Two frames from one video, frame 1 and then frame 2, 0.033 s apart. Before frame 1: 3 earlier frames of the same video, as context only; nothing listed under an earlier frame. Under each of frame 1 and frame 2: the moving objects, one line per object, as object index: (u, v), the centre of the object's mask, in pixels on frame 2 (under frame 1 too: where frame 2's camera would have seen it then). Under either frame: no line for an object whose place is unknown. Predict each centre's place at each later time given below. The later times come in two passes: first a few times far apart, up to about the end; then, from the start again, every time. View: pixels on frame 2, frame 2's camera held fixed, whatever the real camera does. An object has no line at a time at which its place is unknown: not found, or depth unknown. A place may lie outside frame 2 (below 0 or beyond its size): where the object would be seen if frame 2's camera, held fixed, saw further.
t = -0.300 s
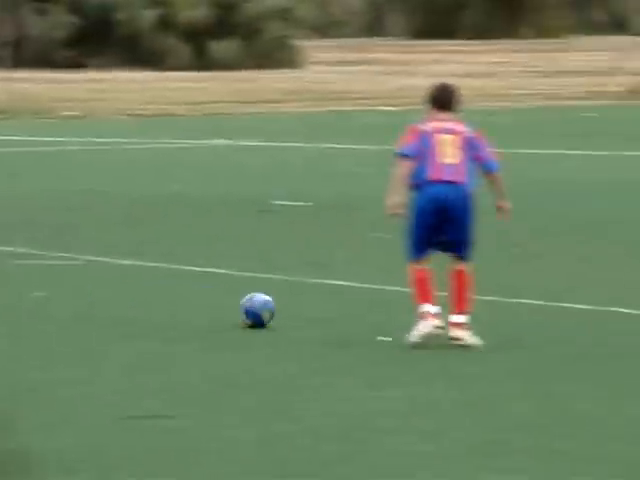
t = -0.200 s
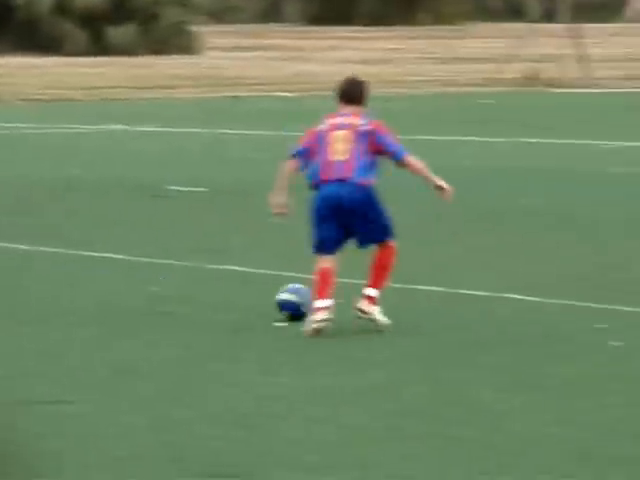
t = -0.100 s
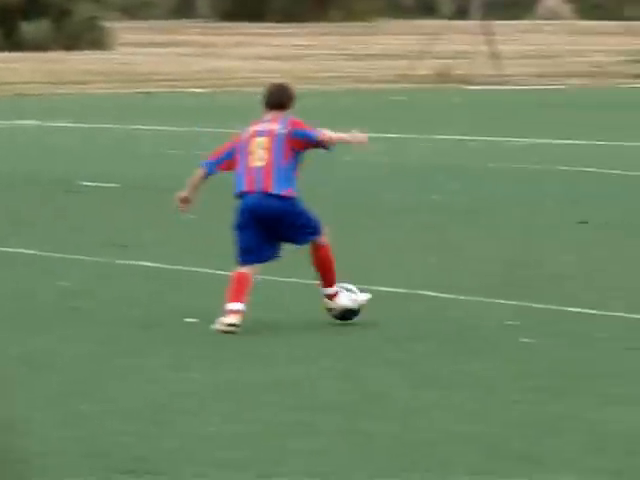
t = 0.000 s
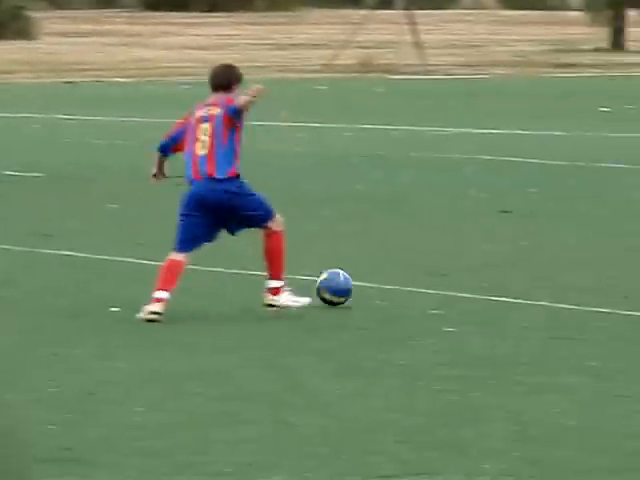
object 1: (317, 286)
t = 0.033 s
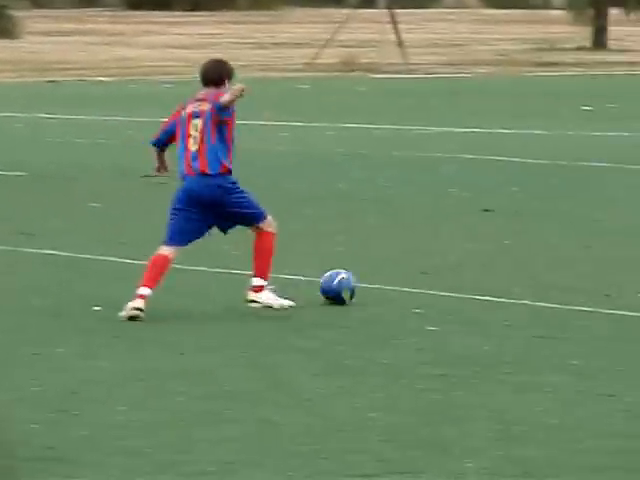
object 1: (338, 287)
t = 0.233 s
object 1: (452, 275)
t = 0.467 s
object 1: (566, 267)
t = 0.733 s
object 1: (677, 261)
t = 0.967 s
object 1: (765, 259)
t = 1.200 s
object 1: (854, 255)
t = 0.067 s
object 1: (357, 283)
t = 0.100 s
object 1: (376, 279)
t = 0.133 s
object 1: (395, 278)
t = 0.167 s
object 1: (415, 278)
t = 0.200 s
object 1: (434, 278)
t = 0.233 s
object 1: (452, 275)
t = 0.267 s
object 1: (468, 272)
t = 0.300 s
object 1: (486, 272)
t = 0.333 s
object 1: (502, 273)
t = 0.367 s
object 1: (519, 271)
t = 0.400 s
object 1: (535, 268)
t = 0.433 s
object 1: (550, 267)
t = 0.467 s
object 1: (566, 267)
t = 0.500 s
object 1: (579, 267)
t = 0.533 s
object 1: (594, 266)
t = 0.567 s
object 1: (609, 265)
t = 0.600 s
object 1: (623, 264)
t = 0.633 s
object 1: (637, 264)
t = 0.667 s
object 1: (650, 263)
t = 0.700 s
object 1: (664, 263)
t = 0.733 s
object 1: (677, 261)
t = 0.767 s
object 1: (689, 261)
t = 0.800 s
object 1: (701, 261)
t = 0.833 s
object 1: (714, 260)
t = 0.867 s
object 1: (728, 259)
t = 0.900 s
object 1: (741, 259)
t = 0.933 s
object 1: (754, 258)
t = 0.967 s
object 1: (765, 259)
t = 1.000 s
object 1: (777, 258)
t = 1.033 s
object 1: (791, 257)
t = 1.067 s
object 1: (803, 257)
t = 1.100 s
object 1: (815, 256)
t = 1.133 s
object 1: (828, 255)
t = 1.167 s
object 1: (840, 255)
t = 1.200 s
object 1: (854, 255)
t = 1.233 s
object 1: (866, 253)
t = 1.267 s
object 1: (877, 253)
